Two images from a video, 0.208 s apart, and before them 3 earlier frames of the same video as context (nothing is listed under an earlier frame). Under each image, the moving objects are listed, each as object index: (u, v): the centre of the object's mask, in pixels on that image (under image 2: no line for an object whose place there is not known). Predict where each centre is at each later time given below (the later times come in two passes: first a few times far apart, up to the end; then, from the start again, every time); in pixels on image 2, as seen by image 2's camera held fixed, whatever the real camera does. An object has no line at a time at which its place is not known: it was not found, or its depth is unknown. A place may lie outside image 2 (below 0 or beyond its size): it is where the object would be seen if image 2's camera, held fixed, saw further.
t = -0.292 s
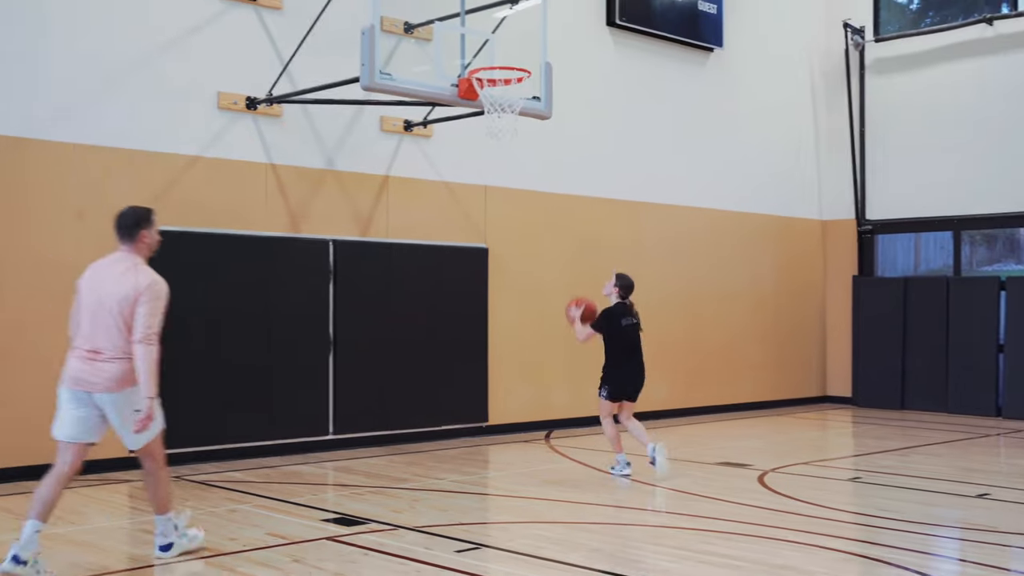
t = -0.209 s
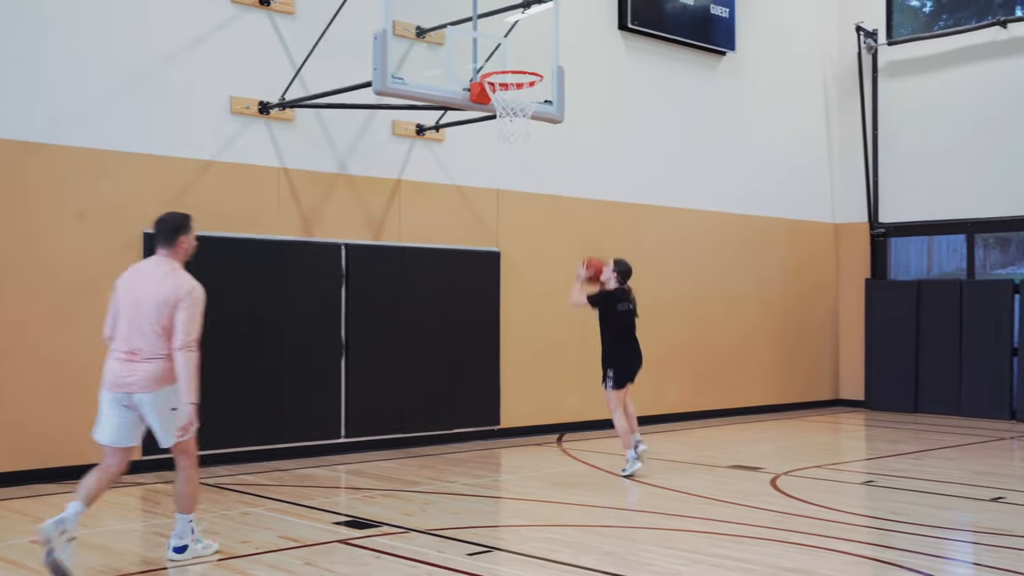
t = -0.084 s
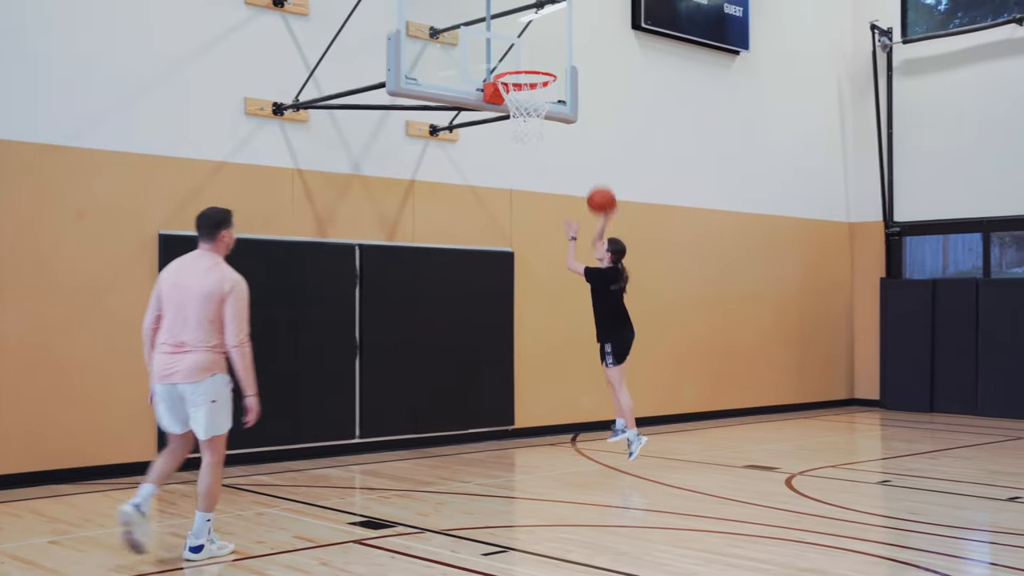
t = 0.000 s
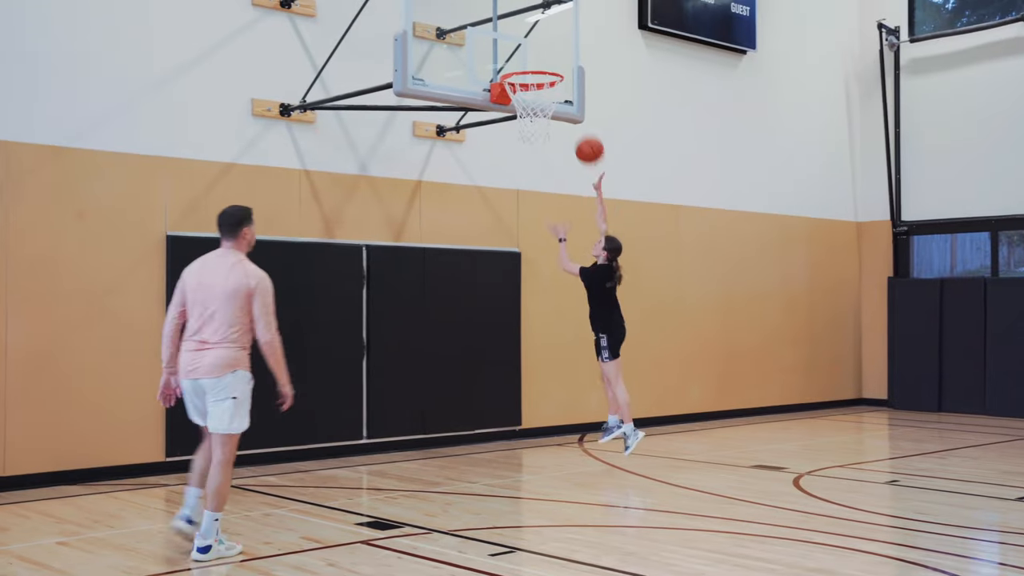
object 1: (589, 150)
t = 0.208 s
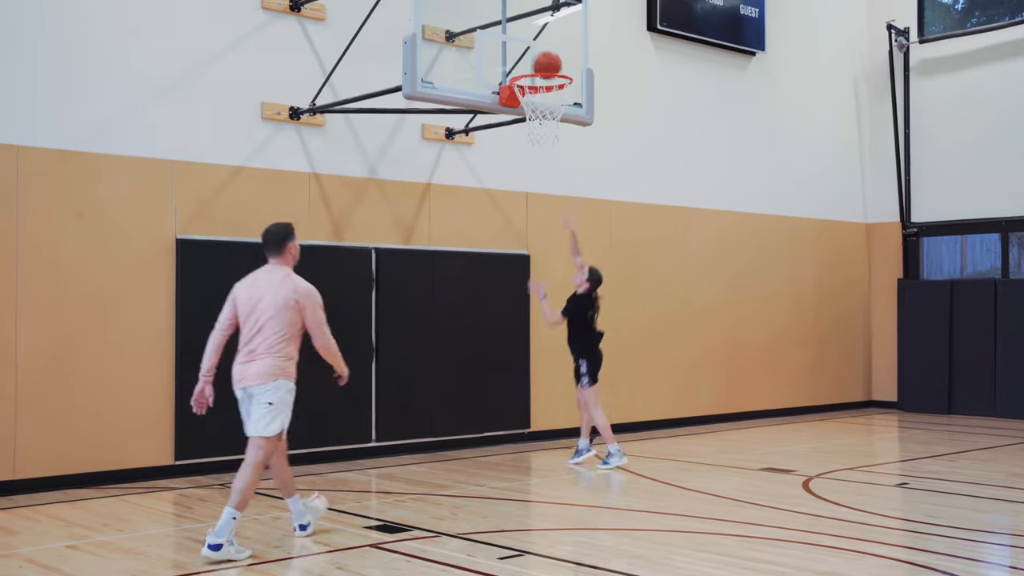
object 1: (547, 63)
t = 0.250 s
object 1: (541, 55)
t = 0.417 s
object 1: (542, 45)
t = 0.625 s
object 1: (543, 67)
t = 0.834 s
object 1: (537, 76)
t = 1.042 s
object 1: (550, 103)
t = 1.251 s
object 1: (553, 137)
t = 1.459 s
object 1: (541, 183)
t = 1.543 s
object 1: (539, 221)
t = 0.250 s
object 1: (541, 55)
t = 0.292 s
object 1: (541, 49)
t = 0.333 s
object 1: (542, 46)
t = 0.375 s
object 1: (542, 44)
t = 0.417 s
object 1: (542, 45)
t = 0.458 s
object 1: (543, 48)
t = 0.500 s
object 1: (543, 53)
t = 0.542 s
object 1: (544, 59)
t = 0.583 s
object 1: (543, 66)
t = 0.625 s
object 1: (543, 67)
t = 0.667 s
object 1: (543, 71)
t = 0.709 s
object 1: (542, 78)
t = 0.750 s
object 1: (541, 78)
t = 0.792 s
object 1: (538, 77)
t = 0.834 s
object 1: (537, 76)
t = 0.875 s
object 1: (536, 77)
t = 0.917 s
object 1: (540, 80)
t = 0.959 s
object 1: (542, 87)
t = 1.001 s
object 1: (547, 93)
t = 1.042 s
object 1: (550, 103)
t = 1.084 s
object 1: (553, 112)
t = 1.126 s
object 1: (552, 130)
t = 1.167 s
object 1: (556, 132)
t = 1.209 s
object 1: (556, 134)
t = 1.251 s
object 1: (553, 137)
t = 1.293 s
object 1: (551, 141)
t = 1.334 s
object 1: (548, 146)
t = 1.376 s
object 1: (545, 155)
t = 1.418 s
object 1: (543, 168)
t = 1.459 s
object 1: (541, 183)
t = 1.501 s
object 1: (541, 201)
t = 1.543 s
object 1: (539, 221)
